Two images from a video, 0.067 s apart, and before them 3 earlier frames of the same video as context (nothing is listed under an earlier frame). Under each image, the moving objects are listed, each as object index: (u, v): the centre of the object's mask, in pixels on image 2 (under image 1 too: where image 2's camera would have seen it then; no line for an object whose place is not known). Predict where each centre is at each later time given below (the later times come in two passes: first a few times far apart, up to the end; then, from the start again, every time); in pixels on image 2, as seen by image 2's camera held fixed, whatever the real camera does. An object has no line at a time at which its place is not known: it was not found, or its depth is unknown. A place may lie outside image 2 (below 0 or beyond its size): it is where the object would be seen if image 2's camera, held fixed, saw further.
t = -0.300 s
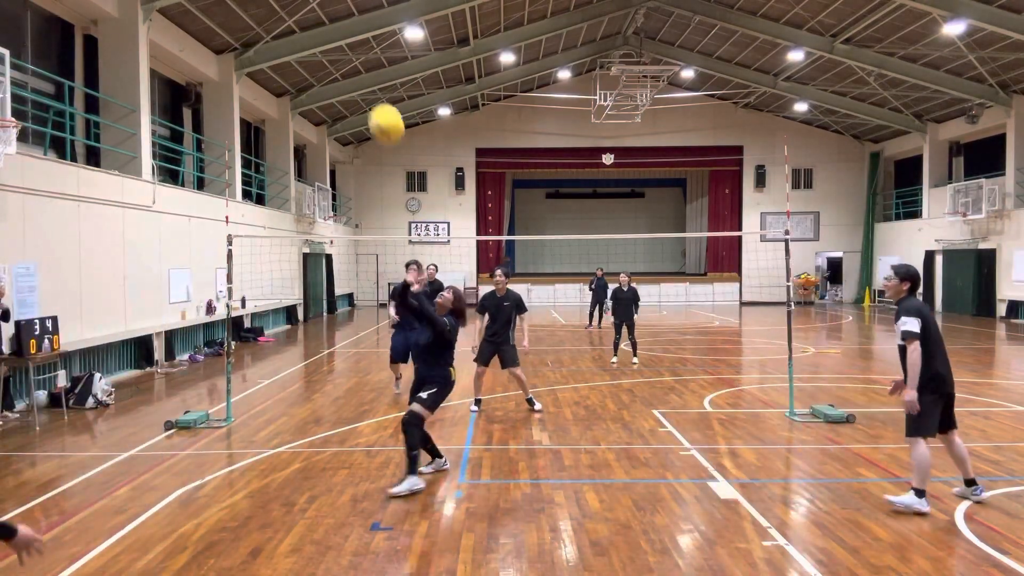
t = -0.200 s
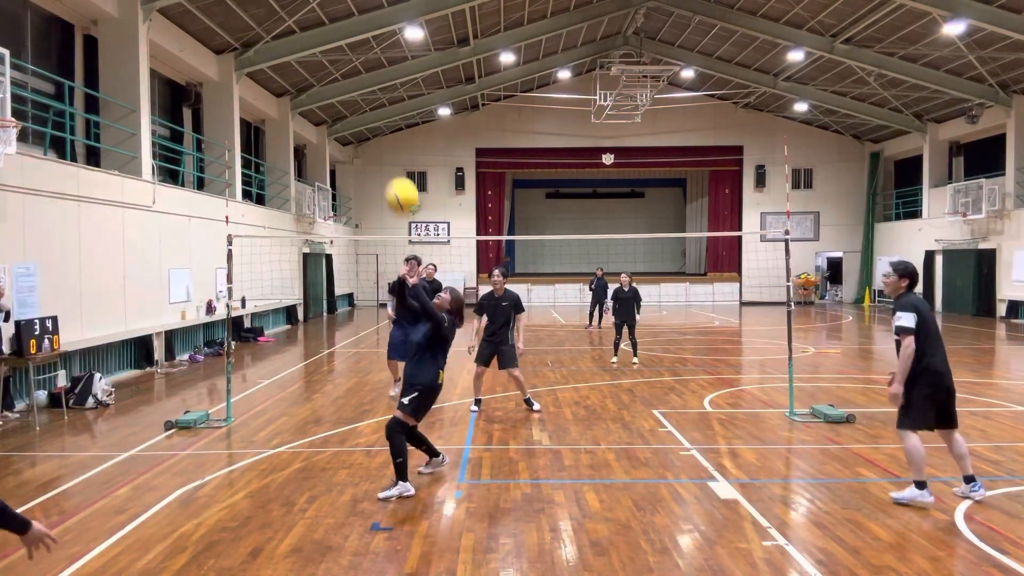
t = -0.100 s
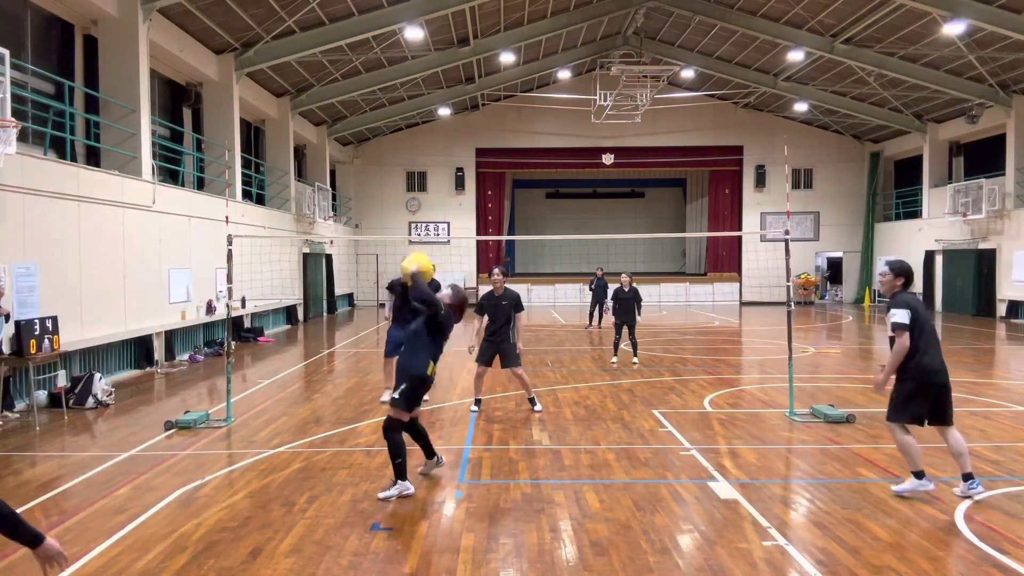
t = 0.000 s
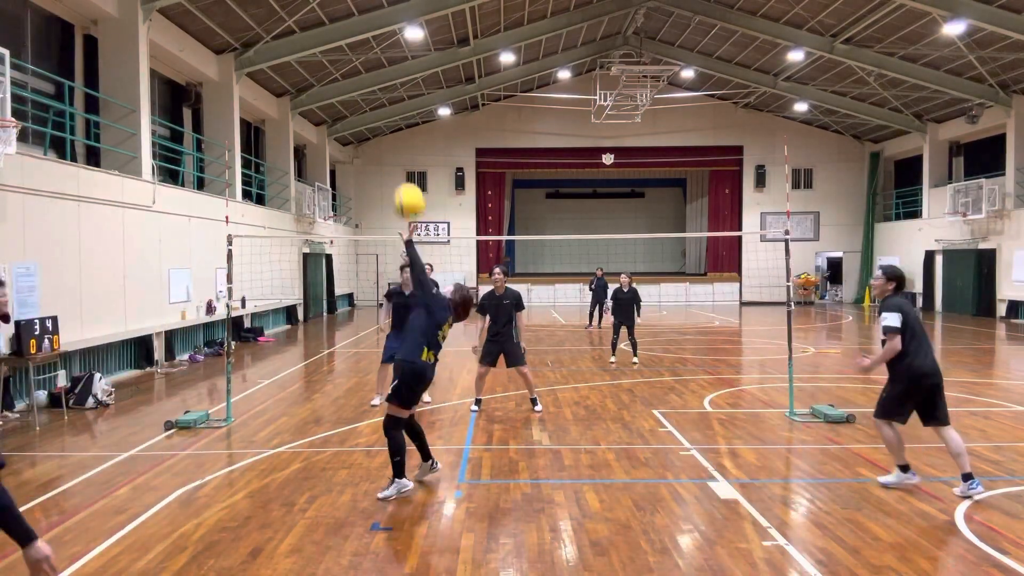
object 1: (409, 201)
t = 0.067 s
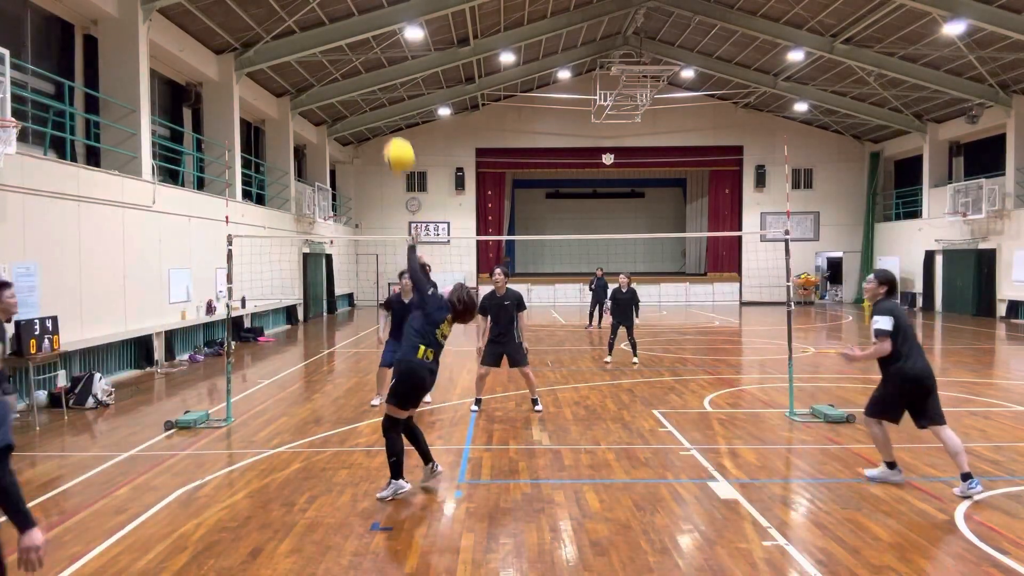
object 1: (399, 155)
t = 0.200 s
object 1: (381, 86)
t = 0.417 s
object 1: (352, 31)
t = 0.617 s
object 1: (329, 32)
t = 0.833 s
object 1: (308, 78)
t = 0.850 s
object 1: (306, 83)
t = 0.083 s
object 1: (396, 146)
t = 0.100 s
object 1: (394, 135)
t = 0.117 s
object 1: (392, 126)
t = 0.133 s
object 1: (390, 117)
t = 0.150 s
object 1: (387, 110)
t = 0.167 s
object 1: (385, 101)
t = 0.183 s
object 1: (383, 93)
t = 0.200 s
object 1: (381, 86)
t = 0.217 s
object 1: (378, 80)
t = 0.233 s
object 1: (376, 75)
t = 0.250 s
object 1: (374, 68)
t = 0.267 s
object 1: (372, 62)
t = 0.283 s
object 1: (370, 57)
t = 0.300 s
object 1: (367, 53)
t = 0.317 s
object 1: (365, 49)
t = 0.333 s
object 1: (363, 45)
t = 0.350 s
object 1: (361, 42)
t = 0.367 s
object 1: (359, 38)
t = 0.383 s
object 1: (357, 36)
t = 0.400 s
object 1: (355, 34)
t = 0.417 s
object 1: (352, 31)
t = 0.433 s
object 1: (350, 29)
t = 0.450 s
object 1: (348, 28)
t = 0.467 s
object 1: (346, 27)
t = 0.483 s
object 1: (344, 27)
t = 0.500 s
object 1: (342, 26)
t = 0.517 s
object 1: (340, 27)
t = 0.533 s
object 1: (338, 27)
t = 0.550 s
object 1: (337, 28)
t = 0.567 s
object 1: (335, 29)
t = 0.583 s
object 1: (333, 29)
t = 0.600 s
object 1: (331, 30)
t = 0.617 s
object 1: (329, 32)
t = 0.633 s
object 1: (328, 34)
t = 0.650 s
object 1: (326, 36)
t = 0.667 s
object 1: (324, 39)
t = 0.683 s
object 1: (323, 42)
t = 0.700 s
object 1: (320, 45)
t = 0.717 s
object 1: (319, 48)
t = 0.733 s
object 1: (317, 51)
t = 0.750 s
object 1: (315, 55)
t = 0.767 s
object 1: (314, 59)
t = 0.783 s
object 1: (313, 63)
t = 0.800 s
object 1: (311, 68)
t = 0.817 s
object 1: (309, 72)
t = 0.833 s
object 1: (308, 78)
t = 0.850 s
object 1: (306, 83)
